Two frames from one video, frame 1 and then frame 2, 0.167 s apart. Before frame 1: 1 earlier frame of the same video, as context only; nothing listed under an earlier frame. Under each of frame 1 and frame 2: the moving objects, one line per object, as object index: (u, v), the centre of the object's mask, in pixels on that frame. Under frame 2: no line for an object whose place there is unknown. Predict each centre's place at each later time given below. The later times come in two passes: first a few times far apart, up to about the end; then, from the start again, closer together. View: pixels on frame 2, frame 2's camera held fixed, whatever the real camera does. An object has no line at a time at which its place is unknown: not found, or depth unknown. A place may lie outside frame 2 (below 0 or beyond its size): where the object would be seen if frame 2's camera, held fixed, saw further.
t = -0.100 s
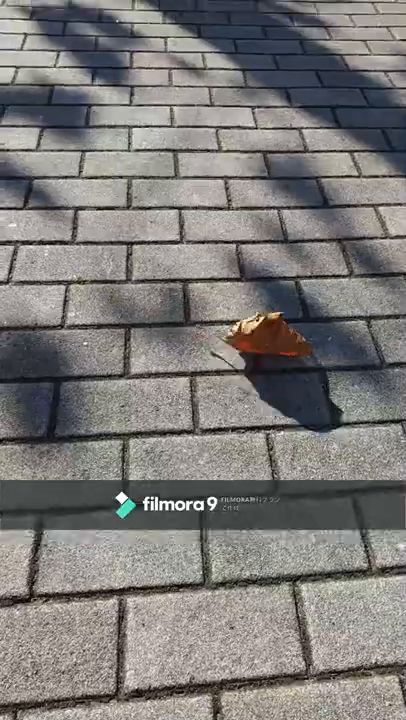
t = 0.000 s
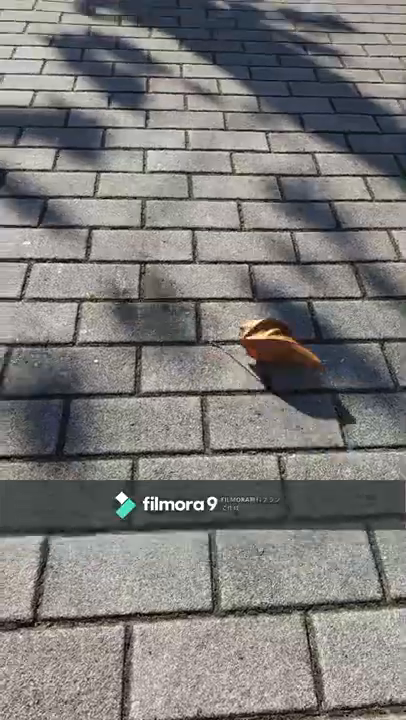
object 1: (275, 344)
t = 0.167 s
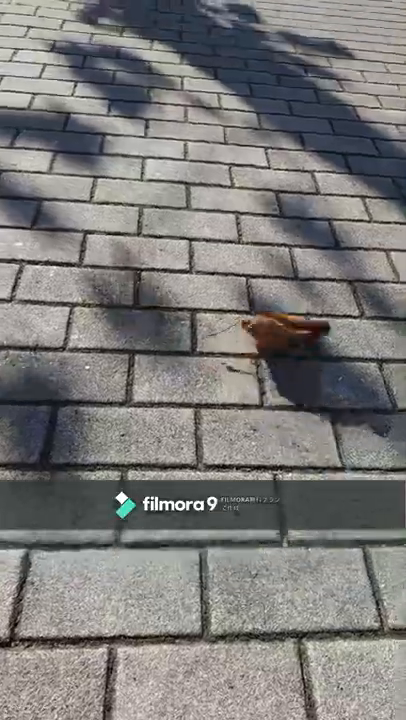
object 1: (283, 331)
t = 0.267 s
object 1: (274, 308)
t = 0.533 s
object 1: (252, 268)
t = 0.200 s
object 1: (283, 322)
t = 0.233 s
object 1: (279, 316)
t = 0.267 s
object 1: (274, 308)
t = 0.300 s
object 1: (270, 304)
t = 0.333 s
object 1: (267, 302)
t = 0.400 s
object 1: (264, 291)
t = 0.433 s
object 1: (264, 284)
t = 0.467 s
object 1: (258, 280)
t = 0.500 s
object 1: (254, 273)
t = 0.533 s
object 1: (252, 268)
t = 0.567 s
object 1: (253, 265)
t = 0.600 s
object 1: (253, 256)
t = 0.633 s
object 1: (251, 251)
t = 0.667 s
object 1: (249, 246)
